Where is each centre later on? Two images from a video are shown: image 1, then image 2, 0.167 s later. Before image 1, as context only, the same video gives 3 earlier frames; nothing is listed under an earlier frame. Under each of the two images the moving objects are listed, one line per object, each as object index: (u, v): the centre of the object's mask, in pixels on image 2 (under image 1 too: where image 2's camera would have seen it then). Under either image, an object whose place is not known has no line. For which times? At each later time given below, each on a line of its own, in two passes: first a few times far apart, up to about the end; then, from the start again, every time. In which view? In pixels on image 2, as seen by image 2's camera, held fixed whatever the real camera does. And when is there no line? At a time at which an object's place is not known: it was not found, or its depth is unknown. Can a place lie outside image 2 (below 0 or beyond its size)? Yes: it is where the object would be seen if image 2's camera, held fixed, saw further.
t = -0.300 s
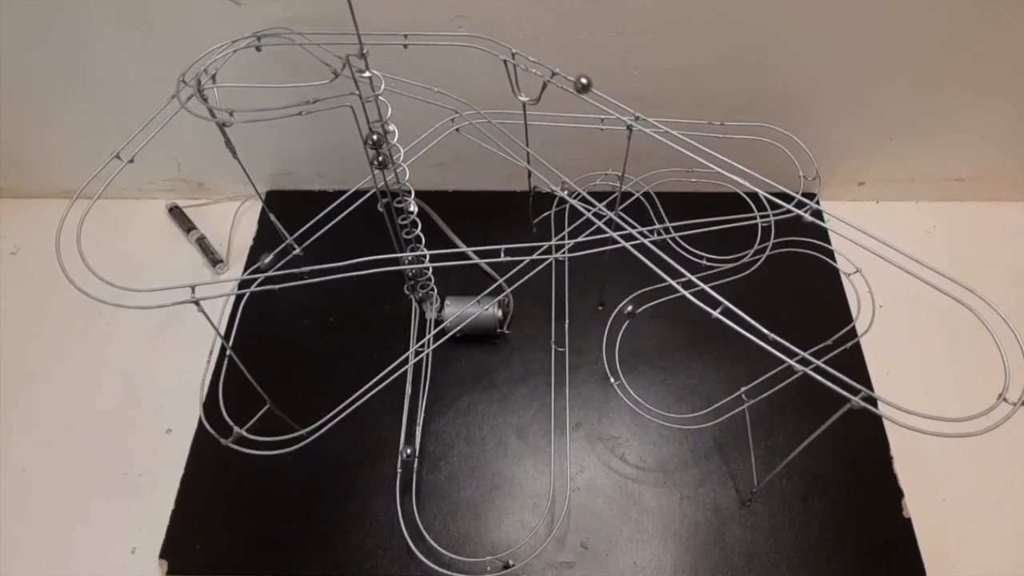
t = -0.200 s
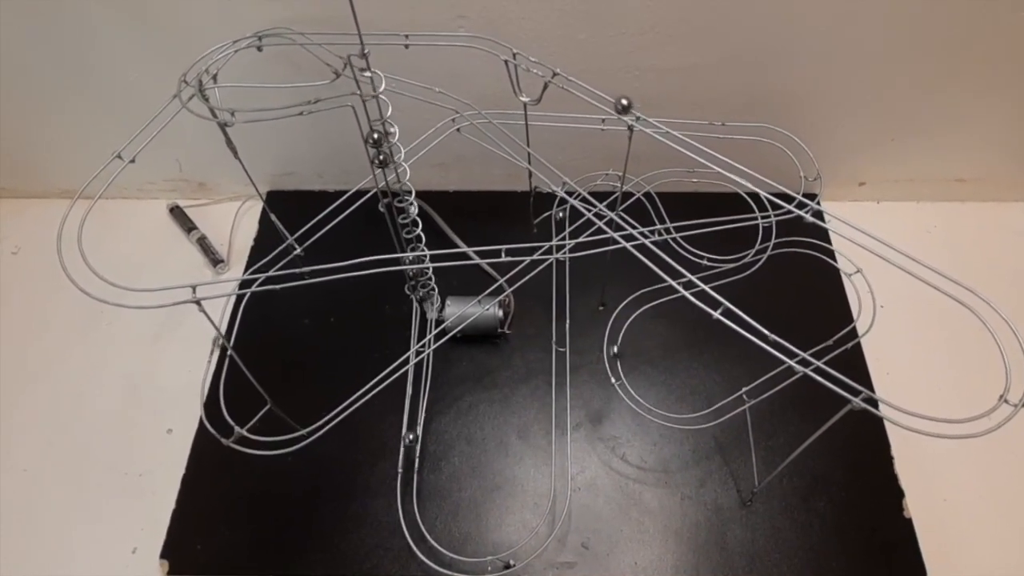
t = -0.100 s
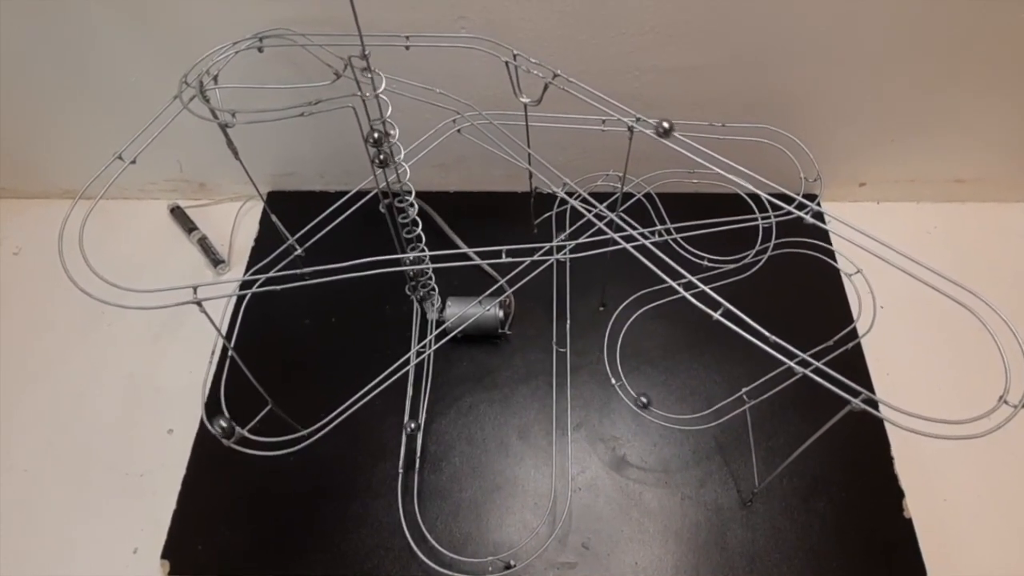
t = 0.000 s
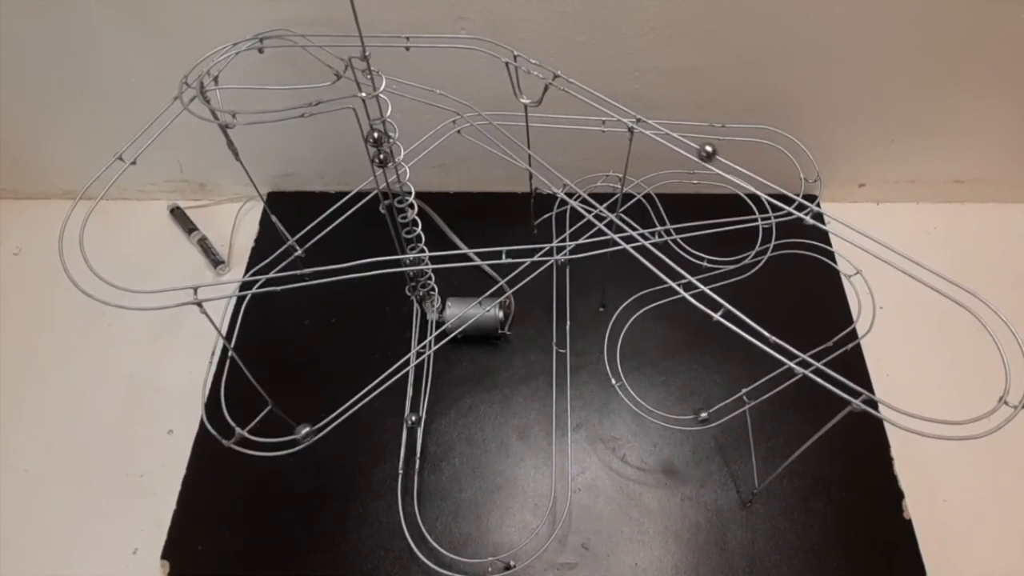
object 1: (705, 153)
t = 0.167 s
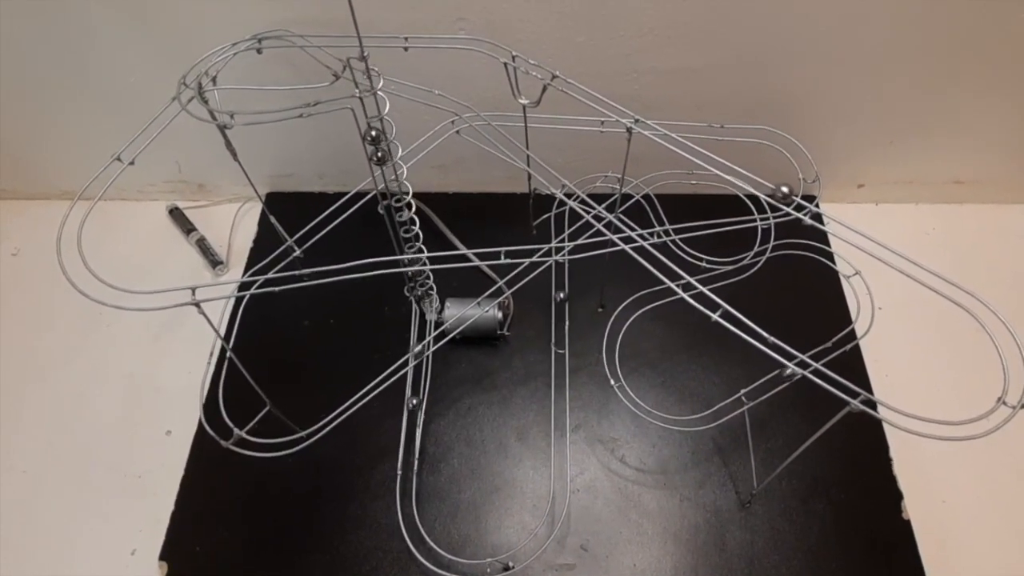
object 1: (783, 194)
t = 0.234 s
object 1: (815, 210)
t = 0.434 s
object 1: (916, 264)
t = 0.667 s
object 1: (1013, 386)
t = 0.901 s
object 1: (869, 394)
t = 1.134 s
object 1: (745, 320)
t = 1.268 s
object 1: (687, 280)
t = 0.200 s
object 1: (798, 203)
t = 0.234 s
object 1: (815, 210)
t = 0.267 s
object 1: (830, 217)
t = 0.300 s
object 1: (847, 226)
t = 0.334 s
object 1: (863, 235)
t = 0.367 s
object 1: (880, 243)
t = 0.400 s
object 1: (897, 254)
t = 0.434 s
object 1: (916, 264)
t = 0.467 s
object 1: (935, 276)
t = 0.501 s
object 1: (955, 288)
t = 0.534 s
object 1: (975, 302)
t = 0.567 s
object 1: (993, 319)
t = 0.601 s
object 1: (1008, 341)
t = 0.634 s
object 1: (1014, 363)
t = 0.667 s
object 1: (1013, 386)
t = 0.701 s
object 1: (1001, 403)
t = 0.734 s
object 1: (984, 417)
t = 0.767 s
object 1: (960, 422)
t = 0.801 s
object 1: (935, 421)
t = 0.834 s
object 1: (911, 416)
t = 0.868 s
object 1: (889, 405)
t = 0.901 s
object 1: (869, 394)
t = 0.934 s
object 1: (852, 384)
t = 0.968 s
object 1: (832, 372)
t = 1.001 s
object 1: (813, 360)
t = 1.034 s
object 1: (794, 351)
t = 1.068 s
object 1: (777, 340)
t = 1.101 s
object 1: (761, 330)
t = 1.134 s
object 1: (745, 320)
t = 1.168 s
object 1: (729, 310)
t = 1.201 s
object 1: (714, 301)
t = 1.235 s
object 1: (700, 290)
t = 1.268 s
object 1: (687, 280)
